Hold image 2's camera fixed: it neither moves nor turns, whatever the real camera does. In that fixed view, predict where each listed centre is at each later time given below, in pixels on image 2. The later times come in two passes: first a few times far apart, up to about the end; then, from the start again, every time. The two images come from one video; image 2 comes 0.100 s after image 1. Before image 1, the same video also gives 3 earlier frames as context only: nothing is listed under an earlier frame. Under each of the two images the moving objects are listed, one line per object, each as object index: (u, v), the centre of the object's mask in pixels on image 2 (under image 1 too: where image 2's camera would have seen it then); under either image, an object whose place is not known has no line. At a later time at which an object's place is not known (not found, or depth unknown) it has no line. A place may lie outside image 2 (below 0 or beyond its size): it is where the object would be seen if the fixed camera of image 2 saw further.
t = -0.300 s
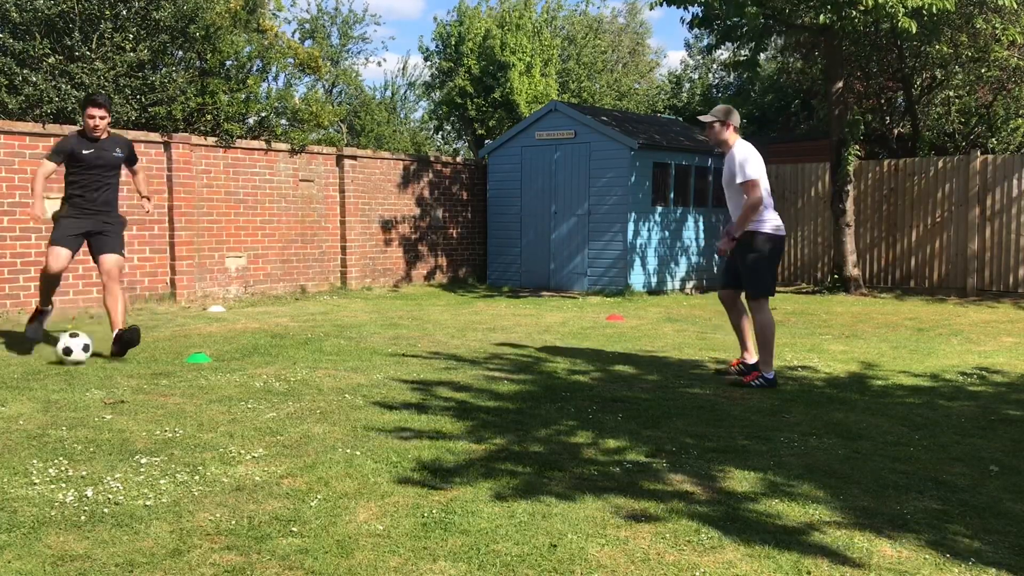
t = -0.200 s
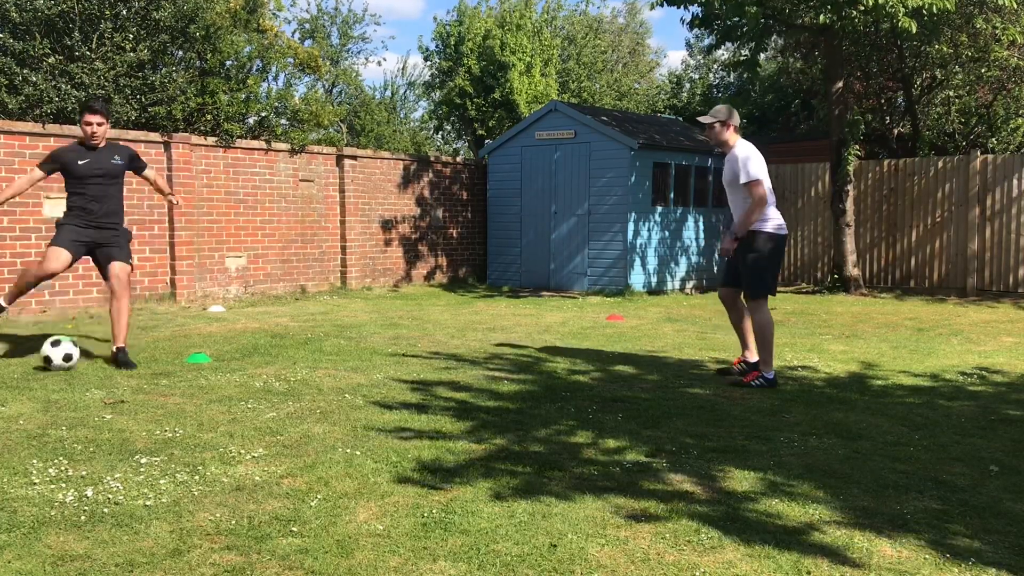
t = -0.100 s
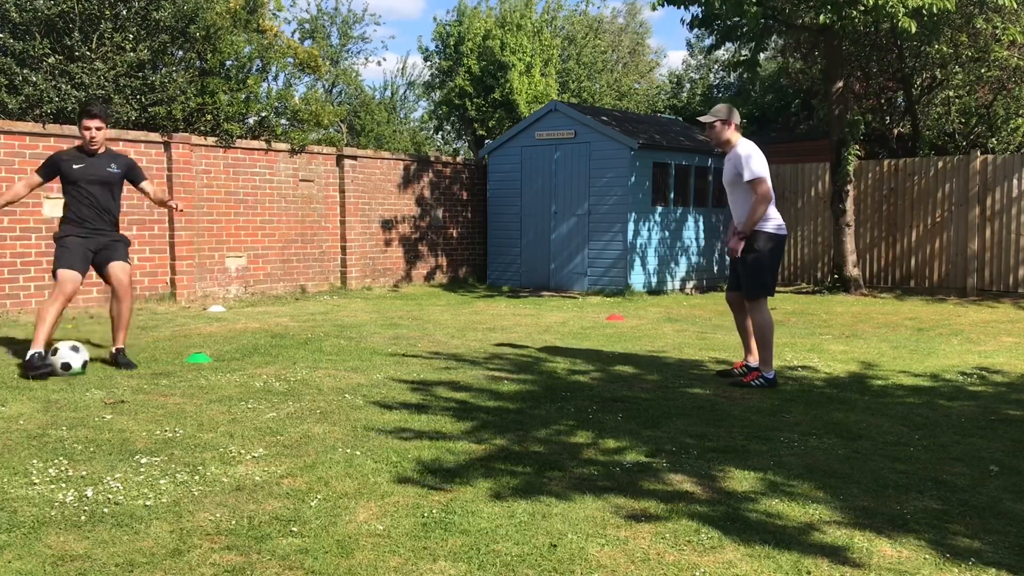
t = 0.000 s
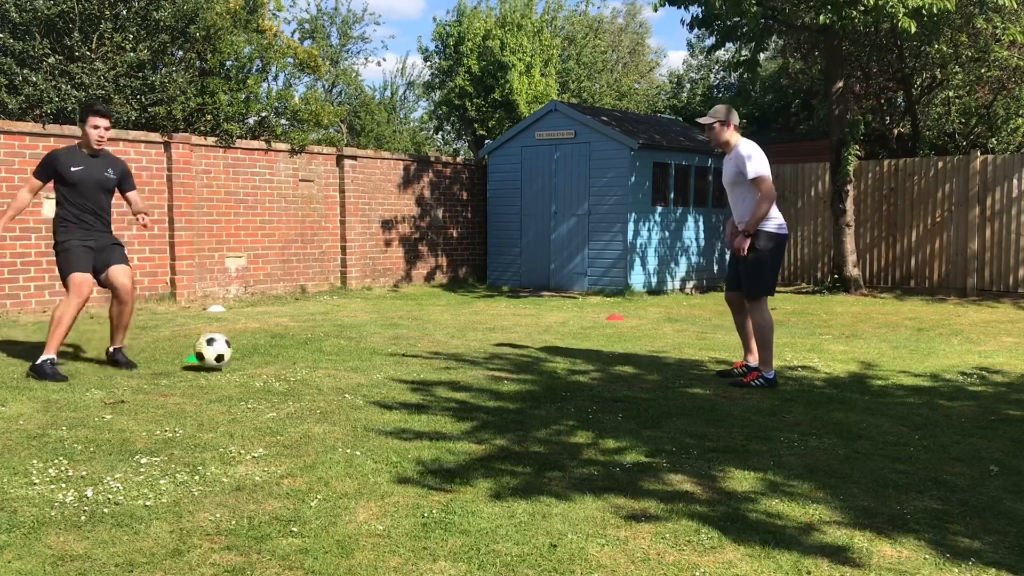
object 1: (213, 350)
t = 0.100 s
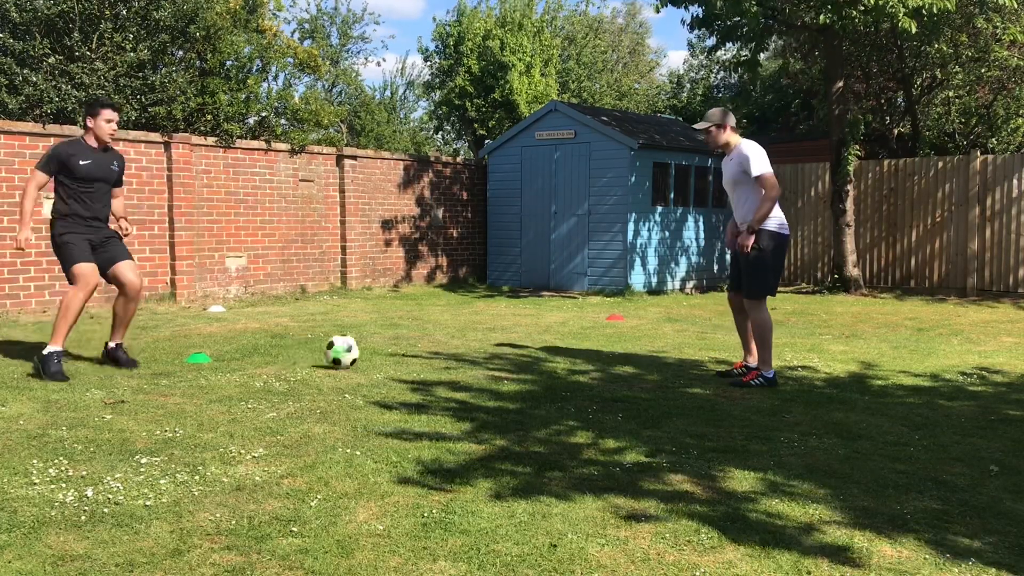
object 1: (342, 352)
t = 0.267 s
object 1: (510, 350)
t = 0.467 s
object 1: (662, 349)
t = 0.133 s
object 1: (377, 348)
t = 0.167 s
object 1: (412, 349)
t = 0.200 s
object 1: (446, 349)
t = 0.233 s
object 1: (480, 350)
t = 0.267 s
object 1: (510, 350)
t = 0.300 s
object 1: (539, 352)
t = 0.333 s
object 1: (565, 351)
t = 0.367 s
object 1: (589, 352)
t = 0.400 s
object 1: (616, 352)
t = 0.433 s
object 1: (639, 351)
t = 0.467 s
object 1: (662, 349)
